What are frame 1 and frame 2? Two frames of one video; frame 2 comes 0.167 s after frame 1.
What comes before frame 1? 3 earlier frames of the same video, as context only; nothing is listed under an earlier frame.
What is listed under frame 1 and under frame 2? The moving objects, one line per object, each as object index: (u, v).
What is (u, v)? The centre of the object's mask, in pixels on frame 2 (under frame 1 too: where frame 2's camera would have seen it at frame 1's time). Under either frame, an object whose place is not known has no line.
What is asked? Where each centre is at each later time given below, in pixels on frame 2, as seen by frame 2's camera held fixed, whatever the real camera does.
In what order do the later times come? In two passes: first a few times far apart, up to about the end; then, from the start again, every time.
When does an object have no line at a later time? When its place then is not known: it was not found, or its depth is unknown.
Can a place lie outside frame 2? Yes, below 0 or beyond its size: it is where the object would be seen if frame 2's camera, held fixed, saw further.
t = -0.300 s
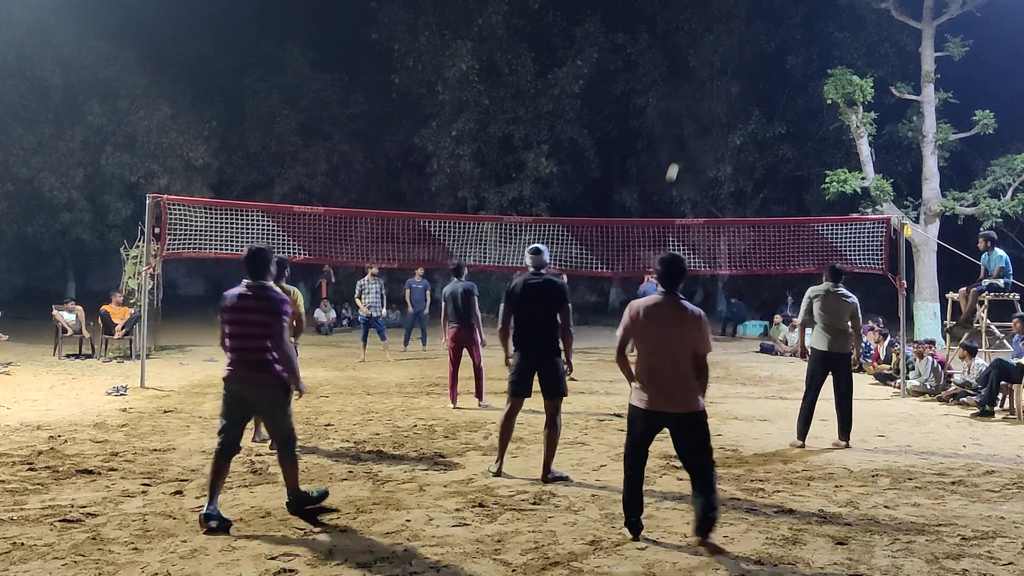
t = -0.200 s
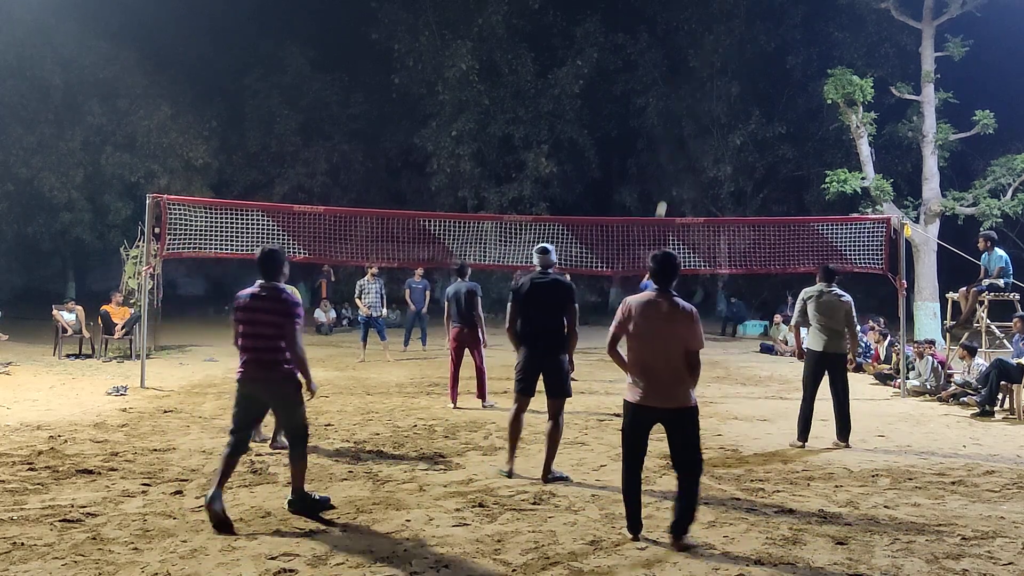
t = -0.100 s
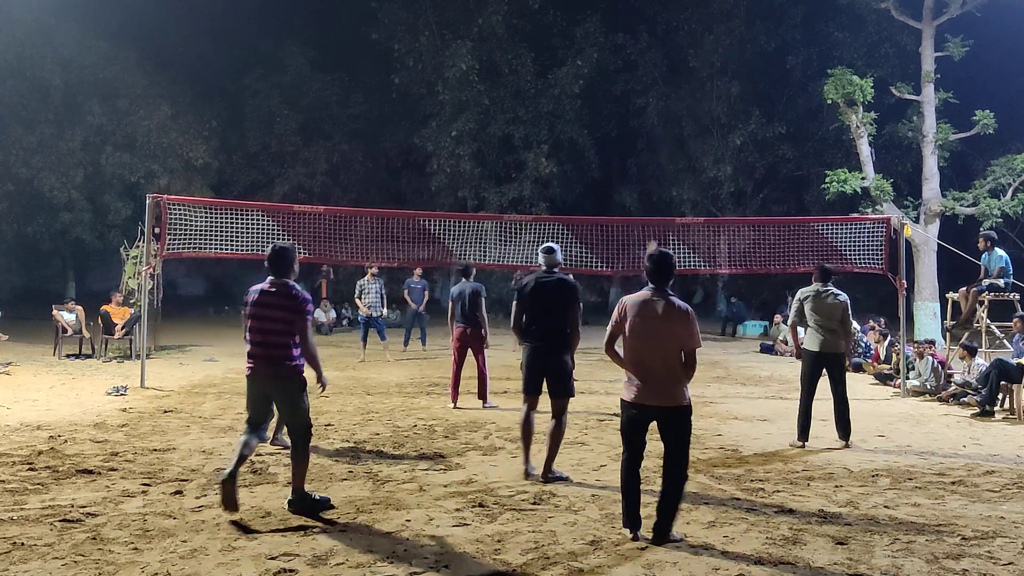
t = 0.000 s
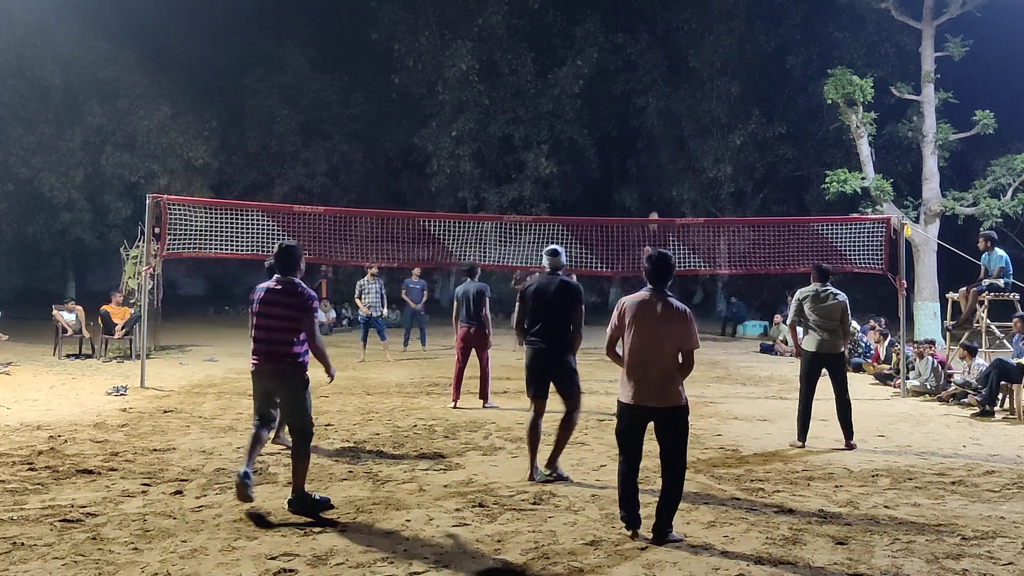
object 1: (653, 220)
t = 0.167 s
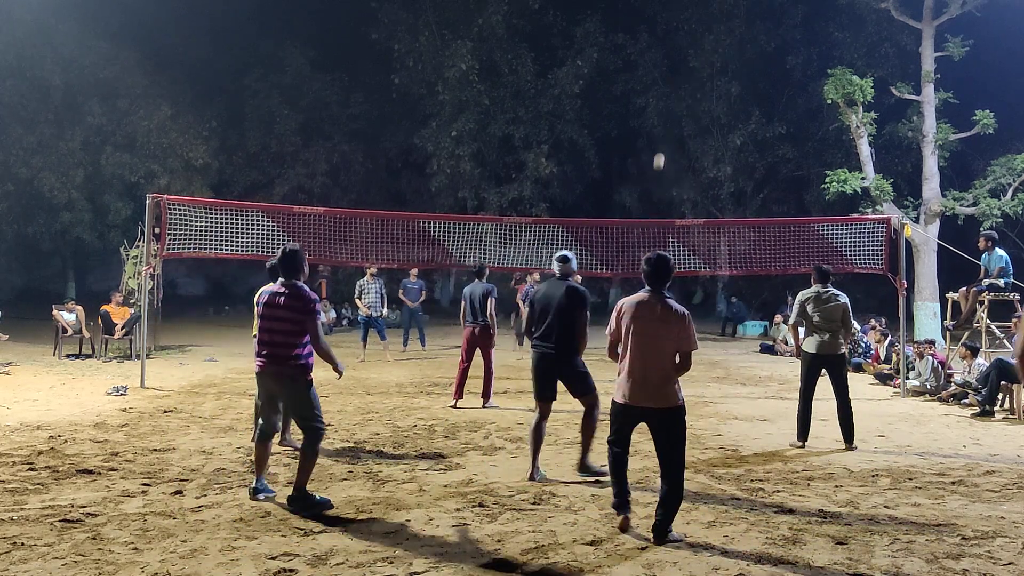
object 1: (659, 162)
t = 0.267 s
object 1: (662, 130)
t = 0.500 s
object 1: (669, 71)
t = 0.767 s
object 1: (677, 38)
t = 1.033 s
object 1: (685, 68)
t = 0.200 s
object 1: (660, 151)
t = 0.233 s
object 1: (661, 140)
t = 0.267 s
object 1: (662, 130)
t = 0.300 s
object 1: (663, 120)
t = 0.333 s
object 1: (664, 111)
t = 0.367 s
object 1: (665, 102)
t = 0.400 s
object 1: (666, 93)
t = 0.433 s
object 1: (668, 85)
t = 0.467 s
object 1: (668, 78)
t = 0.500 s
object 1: (669, 71)
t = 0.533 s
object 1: (670, 65)
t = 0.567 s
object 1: (671, 59)
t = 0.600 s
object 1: (673, 53)
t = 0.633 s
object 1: (674, 48)
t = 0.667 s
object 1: (675, 45)
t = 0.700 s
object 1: (676, 42)
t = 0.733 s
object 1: (677, 40)
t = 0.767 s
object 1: (677, 38)
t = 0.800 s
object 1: (678, 38)
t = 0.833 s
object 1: (680, 38)
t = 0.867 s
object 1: (681, 40)
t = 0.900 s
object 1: (682, 42)
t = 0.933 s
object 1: (683, 47)
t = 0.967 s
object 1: (683, 53)
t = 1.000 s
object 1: (684, 60)
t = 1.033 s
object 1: (685, 68)
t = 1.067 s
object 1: (686, 78)
